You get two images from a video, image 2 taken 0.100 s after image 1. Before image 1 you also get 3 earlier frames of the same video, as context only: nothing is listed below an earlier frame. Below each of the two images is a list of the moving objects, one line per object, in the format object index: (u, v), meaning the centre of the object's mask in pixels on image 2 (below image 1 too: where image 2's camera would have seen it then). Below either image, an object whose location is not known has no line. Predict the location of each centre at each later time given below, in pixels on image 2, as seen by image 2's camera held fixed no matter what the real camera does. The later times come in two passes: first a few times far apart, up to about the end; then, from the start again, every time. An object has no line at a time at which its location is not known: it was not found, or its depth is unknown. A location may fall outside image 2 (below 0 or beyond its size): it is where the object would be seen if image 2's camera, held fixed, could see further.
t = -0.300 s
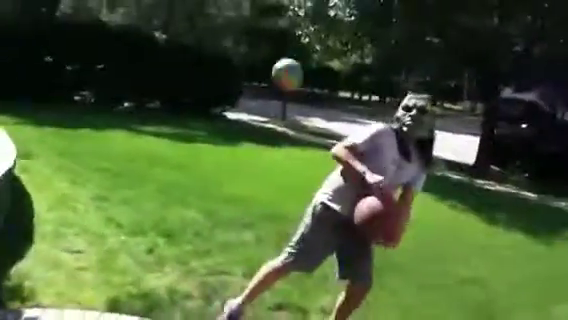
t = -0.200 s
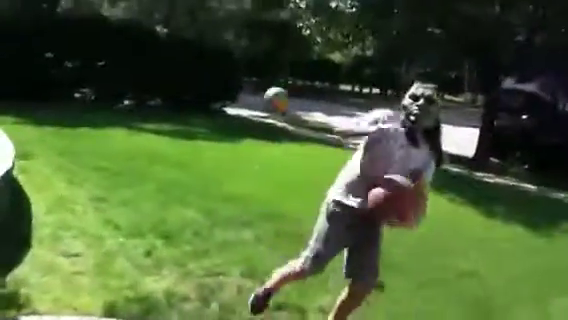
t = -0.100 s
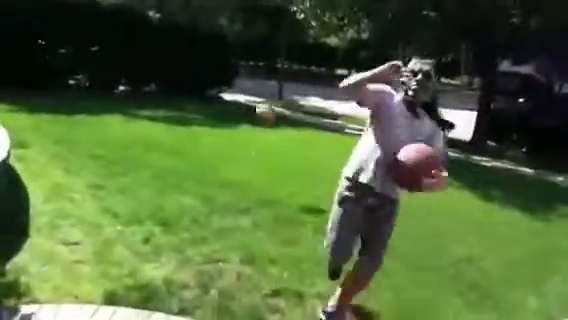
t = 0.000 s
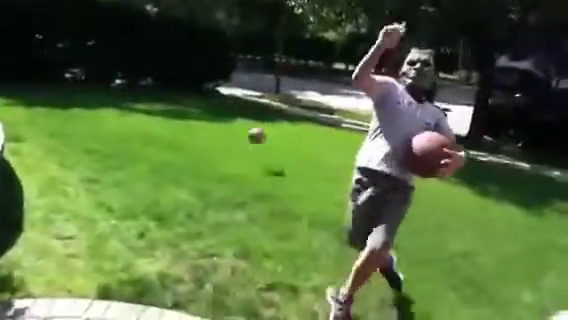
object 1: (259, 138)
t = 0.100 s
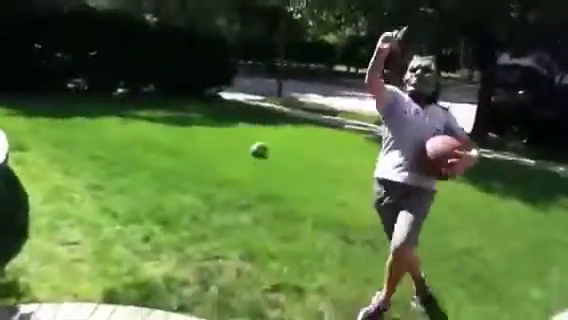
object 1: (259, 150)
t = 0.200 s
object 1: (264, 128)
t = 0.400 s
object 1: (271, 110)
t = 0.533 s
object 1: (274, 114)
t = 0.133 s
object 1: (261, 142)
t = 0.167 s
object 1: (262, 134)
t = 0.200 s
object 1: (264, 128)
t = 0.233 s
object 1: (264, 123)
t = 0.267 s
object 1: (266, 119)
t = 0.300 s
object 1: (267, 116)
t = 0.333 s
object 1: (270, 115)
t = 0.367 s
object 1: (271, 115)
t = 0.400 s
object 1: (271, 110)
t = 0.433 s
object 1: (270, 109)
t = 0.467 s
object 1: (271, 111)
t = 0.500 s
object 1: (273, 111)
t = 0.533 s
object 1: (274, 114)
